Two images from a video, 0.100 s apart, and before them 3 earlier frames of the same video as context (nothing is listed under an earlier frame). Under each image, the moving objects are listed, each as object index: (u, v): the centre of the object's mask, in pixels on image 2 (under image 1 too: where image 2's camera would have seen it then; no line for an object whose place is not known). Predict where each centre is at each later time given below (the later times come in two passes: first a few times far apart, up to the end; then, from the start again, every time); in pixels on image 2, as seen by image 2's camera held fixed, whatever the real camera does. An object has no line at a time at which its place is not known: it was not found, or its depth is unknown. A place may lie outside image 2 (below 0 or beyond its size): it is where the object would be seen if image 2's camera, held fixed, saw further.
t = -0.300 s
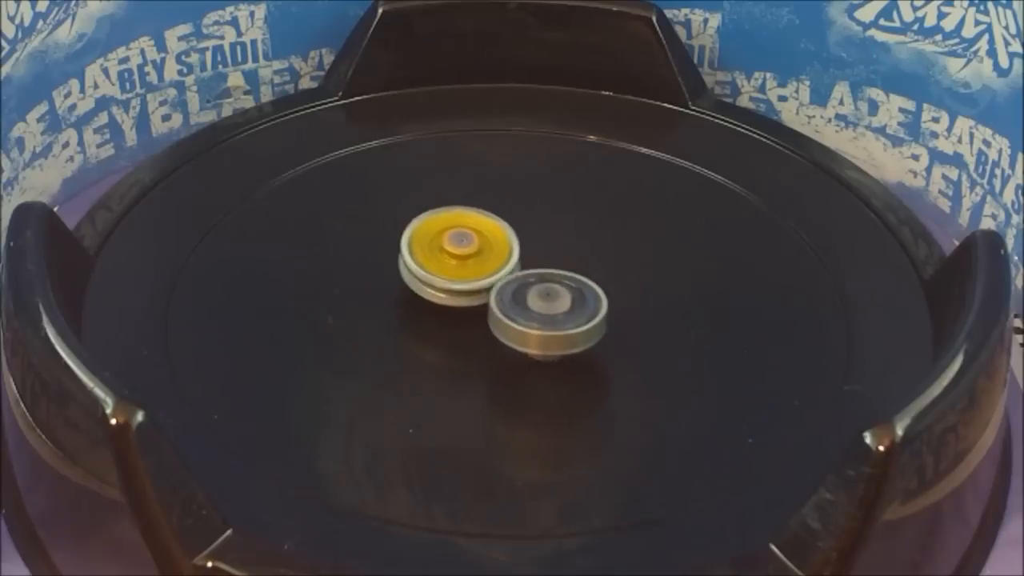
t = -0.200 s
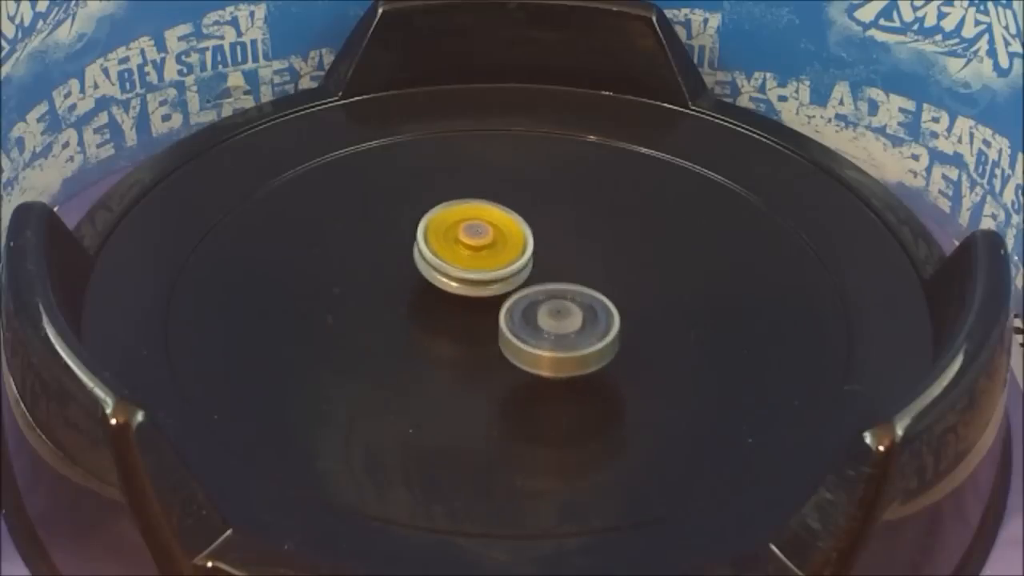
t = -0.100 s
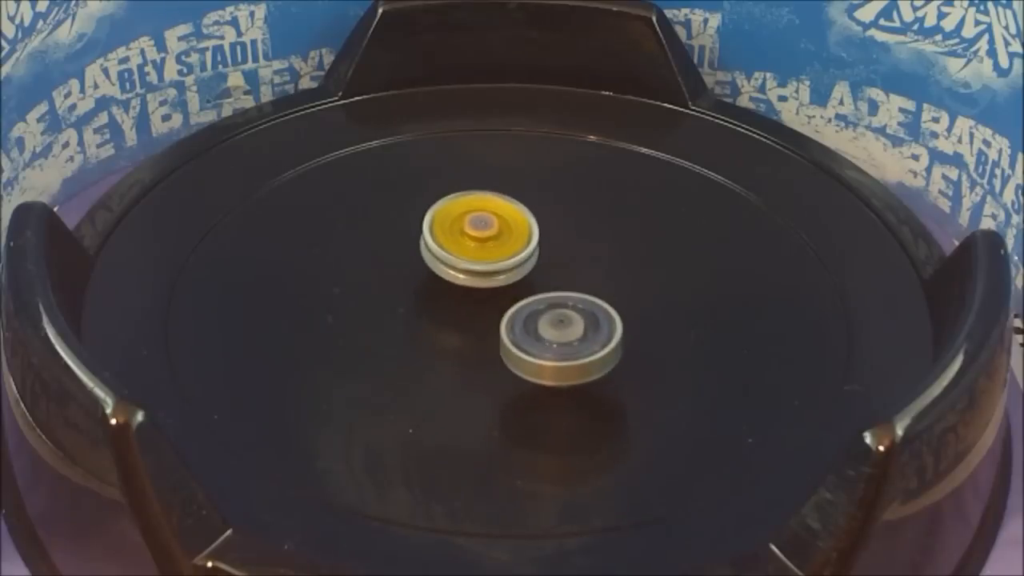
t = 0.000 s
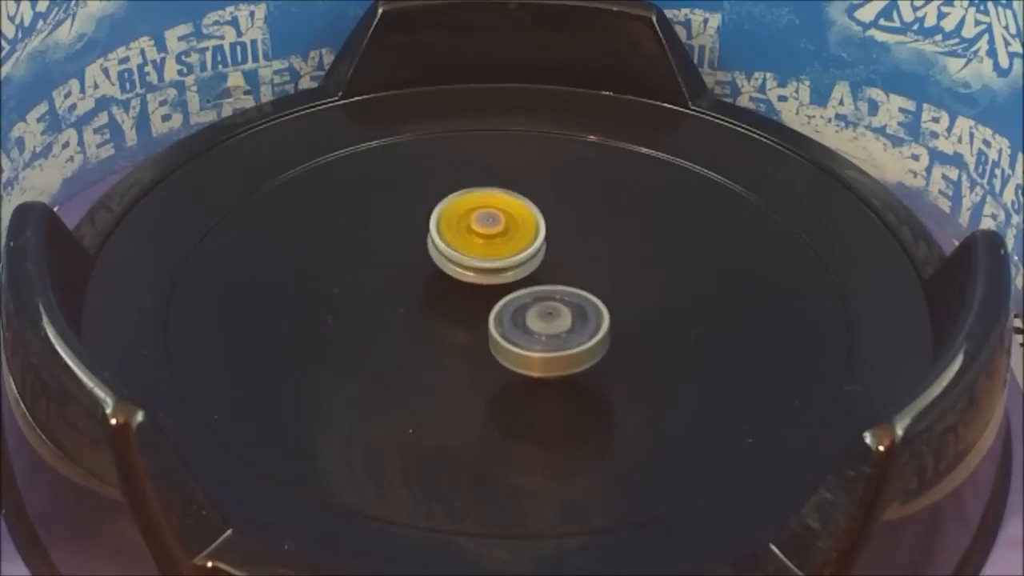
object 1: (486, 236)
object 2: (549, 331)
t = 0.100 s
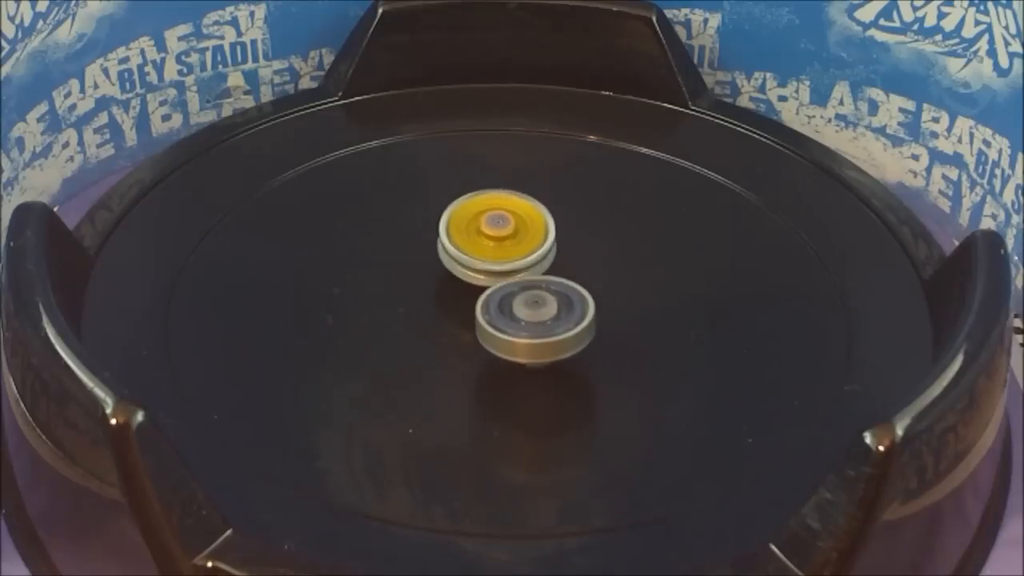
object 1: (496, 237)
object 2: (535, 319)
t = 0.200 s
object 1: (509, 237)
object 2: (524, 315)
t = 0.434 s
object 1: (541, 237)
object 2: (502, 331)
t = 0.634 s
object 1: (555, 244)
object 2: (508, 324)
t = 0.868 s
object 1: (584, 251)
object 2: (469, 333)
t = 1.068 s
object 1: (588, 261)
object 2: (470, 319)
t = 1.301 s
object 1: (594, 286)
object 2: (462, 305)
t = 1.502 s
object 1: (597, 307)
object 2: (459, 289)
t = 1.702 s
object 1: (595, 324)
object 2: (474, 279)
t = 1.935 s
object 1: (570, 340)
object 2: (492, 269)
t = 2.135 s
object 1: (538, 347)
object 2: (510, 265)
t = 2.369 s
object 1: (497, 349)
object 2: (529, 271)
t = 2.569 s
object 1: (462, 344)
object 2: (542, 281)
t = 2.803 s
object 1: (424, 329)
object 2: (548, 291)
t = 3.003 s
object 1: (403, 307)
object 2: (545, 298)
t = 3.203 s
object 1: (396, 287)
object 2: (538, 301)
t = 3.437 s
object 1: (411, 262)
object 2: (531, 307)
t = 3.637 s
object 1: (432, 246)
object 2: (510, 308)
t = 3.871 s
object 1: (464, 230)
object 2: (511, 313)
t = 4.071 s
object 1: (506, 227)
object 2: (517, 314)
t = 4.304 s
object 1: (553, 235)
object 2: (524, 311)
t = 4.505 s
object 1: (586, 252)
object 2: (516, 320)
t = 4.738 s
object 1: (615, 273)
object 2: (477, 321)
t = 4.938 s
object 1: (611, 297)
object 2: (479, 306)
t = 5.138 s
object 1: (598, 323)
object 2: (449, 290)
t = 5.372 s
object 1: (550, 343)
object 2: (460, 279)
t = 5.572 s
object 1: (500, 349)
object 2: (480, 266)
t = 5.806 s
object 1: (451, 336)
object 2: (518, 268)
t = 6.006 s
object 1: (429, 314)
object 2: (541, 281)
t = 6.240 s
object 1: (424, 284)
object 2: (552, 301)
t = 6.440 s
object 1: (442, 259)
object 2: (544, 318)
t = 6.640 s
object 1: (472, 245)
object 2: (518, 319)
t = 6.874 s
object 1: (520, 238)
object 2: (488, 329)
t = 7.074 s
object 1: (557, 250)
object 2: (479, 308)
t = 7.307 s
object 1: (587, 280)
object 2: (467, 292)
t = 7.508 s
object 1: (597, 308)
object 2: (455, 279)
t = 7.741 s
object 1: (569, 338)
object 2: (471, 266)
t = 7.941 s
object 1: (526, 346)
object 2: (489, 264)
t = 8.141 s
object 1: (474, 340)
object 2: (519, 256)
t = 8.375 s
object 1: (447, 319)
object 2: (543, 264)
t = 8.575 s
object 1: (414, 299)
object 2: (612, 266)
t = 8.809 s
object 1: (440, 275)
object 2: (579, 284)
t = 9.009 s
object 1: (467, 246)
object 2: (566, 309)
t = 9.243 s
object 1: (488, 233)
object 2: (512, 317)
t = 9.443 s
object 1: (538, 244)
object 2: (480, 320)
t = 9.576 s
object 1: (578, 260)
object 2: (473, 311)
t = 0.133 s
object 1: (499, 237)
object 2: (531, 316)
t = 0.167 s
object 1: (504, 237)
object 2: (527, 313)
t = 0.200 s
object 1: (509, 237)
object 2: (524, 315)
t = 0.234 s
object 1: (514, 237)
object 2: (521, 316)
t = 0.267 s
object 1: (518, 238)
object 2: (518, 316)
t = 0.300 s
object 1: (523, 239)
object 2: (516, 316)
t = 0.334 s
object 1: (529, 239)
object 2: (511, 321)
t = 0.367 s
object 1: (534, 239)
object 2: (507, 327)
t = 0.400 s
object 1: (537, 238)
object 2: (503, 330)
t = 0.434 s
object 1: (541, 237)
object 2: (502, 331)
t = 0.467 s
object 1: (544, 236)
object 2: (502, 331)
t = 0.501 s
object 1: (546, 237)
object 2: (503, 330)
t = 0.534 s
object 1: (549, 237)
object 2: (505, 329)
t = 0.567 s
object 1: (551, 239)
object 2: (506, 327)
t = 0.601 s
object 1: (553, 241)
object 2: (507, 326)
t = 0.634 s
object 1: (555, 244)
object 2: (508, 324)
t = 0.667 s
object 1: (557, 246)
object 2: (508, 321)
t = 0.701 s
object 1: (560, 249)
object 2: (509, 319)
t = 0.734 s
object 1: (564, 252)
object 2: (506, 319)
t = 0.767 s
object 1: (570, 253)
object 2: (494, 325)
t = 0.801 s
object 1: (576, 252)
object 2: (483, 330)
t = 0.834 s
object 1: (580, 251)
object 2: (475, 332)
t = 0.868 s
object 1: (584, 251)
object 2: (469, 333)
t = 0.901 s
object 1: (587, 251)
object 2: (465, 332)
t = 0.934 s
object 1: (588, 251)
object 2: (463, 331)
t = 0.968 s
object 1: (589, 253)
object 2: (463, 328)
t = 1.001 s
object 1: (589, 255)
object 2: (465, 325)
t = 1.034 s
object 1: (589, 258)
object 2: (467, 322)
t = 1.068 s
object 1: (588, 261)
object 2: (470, 319)
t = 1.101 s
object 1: (587, 265)
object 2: (473, 316)
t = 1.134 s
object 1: (585, 269)
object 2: (477, 314)
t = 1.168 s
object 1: (585, 273)
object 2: (480, 311)
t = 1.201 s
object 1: (589, 277)
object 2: (473, 311)
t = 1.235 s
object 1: (591, 280)
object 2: (467, 310)
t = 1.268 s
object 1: (593, 283)
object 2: (463, 308)
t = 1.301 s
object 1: (594, 286)
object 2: (462, 305)
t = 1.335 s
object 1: (594, 289)
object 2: (462, 303)
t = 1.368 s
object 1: (594, 293)
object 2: (464, 300)
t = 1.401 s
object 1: (593, 296)
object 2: (466, 298)
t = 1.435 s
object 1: (592, 300)
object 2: (468, 296)
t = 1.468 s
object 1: (594, 304)
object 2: (463, 293)
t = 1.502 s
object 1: (597, 307)
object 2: (459, 289)
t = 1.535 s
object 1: (598, 311)
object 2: (458, 286)
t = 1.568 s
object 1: (599, 314)
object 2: (459, 284)
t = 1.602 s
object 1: (600, 317)
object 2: (462, 282)
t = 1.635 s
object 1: (599, 319)
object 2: (465, 280)
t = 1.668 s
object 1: (597, 322)
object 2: (469, 279)
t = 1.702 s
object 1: (595, 324)
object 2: (474, 279)
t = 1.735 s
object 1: (592, 326)
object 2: (478, 278)
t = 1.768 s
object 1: (588, 328)
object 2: (481, 278)
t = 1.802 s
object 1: (584, 330)
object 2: (485, 277)
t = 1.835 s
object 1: (580, 333)
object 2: (487, 276)
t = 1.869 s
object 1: (577, 335)
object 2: (488, 273)
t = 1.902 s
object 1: (573, 338)
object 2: (490, 271)
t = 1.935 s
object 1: (570, 340)
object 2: (492, 269)
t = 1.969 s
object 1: (566, 341)
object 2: (495, 268)
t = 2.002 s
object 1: (561, 342)
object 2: (498, 268)
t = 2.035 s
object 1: (556, 343)
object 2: (501, 267)
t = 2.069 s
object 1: (550, 344)
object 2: (504, 267)
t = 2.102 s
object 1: (544, 345)
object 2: (507, 267)
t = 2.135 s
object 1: (538, 347)
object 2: (510, 265)
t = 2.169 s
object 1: (532, 349)
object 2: (513, 264)
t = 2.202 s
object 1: (527, 350)
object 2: (516, 264)
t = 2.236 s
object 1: (521, 350)
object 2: (519, 264)
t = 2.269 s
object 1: (515, 351)
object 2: (522, 266)
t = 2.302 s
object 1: (510, 350)
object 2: (525, 267)
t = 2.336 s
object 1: (504, 349)
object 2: (527, 269)
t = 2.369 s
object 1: (497, 349)
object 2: (529, 271)
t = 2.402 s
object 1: (490, 349)
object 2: (532, 271)
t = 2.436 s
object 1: (483, 349)
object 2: (535, 272)
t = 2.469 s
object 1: (478, 349)
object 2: (538, 274)
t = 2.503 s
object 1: (472, 347)
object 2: (540, 276)
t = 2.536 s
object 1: (467, 346)
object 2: (542, 278)
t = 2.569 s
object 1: (462, 344)
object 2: (542, 281)
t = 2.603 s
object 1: (457, 342)
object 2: (542, 283)
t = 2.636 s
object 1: (449, 340)
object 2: (545, 284)
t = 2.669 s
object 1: (443, 338)
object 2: (548, 285)
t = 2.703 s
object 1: (437, 337)
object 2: (550, 286)
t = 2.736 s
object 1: (432, 335)
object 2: (551, 287)
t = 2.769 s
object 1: (428, 332)
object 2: (550, 289)
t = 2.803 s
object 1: (424, 329)
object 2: (548, 291)
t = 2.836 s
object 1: (421, 326)
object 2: (545, 293)
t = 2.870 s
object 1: (419, 323)
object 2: (542, 295)
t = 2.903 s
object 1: (418, 319)
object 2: (538, 297)
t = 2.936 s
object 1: (414, 315)
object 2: (538, 298)
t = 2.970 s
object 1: (408, 311)
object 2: (542, 298)
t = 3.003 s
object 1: (403, 307)
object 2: (545, 298)
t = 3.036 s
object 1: (400, 304)
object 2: (546, 299)
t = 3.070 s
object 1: (397, 300)
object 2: (547, 300)
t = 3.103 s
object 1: (395, 297)
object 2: (546, 300)
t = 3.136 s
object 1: (394, 294)
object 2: (544, 301)
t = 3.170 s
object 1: (395, 291)
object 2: (541, 301)
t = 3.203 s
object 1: (396, 287)
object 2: (538, 301)
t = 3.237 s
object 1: (398, 284)
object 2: (533, 302)
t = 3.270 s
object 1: (401, 281)
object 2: (529, 302)
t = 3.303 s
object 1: (405, 278)
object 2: (525, 302)
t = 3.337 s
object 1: (407, 274)
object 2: (524, 303)
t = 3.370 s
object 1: (408, 269)
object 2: (528, 304)
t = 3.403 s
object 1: (409, 265)
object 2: (531, 306)
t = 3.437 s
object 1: (411, 262)
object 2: (531, 307)
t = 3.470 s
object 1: (413, 258)
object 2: (529, 308)
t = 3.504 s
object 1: (416, 256)
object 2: (527, 309)
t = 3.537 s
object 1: (420, 254)
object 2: (522, 309)
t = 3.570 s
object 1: (423, 251)
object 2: (517, 309)
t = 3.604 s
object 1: (428, 249)
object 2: (513, 308)
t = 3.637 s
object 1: (432, 246)
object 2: (510, 308)
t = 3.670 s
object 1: (437, 241)
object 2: (513, 313)
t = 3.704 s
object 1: (442, 239)
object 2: (516, 316)
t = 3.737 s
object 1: (445, 236)
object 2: (517, 318)
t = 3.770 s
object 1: (449, 234)
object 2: (516, 318)
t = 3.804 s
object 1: (454, 232)
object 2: (514, 317)
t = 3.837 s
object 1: (459, 231)
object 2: (512, 315)
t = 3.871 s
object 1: (464, 230)
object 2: (511, 313)
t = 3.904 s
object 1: (470, 229)
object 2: (511, 310)
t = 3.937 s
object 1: (476, 229)
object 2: (511, 308)
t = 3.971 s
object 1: (483, 228)
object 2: (513, 305)
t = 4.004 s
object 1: (492, 228)
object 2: (515, 308)
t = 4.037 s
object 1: (499, 227)
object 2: (517, 312)
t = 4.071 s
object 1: (506, 227)
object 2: (517, 314)
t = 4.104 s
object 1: (512, 228)
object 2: (517, 315)
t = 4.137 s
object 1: (519, 228)
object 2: (517, 316)
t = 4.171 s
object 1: (526, 229)
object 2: (518, 315)
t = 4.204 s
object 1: (532, 230)
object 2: (520, 314)
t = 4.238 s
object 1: (538, 231)
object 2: (522, 312)
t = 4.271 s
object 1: (545, 233)
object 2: (523, 311)
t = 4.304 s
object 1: (553, 235)
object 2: (524, 311)
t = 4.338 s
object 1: (560, 237)
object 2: (522, 314)
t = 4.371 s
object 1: (566, 240)
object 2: (520, 318)
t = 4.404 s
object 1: (572, 243)
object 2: (519, 320)
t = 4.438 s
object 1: (576, 245)
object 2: (518, 320)
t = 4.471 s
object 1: (582, 249)
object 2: (517, 320)
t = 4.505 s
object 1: (586, 252)
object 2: (516, 320)
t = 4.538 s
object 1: (590, 255)
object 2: (515, 319)
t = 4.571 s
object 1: (594, 260)
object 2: (512, 318)
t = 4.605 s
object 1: (600, 263)
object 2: (500, 323)
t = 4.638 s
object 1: (605, 265)
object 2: (492, 324)
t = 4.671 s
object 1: (609, 268)
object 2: (486, 325)
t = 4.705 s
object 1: (613, 270)
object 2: (481, 323)
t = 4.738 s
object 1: (615, 273)
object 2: (477, 321)
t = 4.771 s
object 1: (617, 276)
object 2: (474, 318)
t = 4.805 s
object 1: (618, 280)
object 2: (474, 316)
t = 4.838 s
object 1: (617, 283)
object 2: (475, 313)
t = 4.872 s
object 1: (616, 288)
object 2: (476, 311)
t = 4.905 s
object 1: (614, 293)
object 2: (478, 308)
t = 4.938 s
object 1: (611, 297)
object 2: (479, 306)
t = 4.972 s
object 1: (607, 302)
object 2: (480, 305)
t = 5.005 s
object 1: (608, 306)
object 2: (471, 302)
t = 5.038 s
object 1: (607, 310)
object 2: (462, 300)
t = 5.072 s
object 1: (604, 315)
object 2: (456, 296)
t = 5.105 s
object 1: (602, 319)
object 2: (452, 293)
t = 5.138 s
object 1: (598, 323)
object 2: (449, 290)
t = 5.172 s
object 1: (593, 328)
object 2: (448, 288)
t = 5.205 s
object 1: (588, 331)
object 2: (449, 286)
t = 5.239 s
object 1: (581, 334)
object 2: (452, 284)
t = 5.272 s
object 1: (574, 337)
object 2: (454, 282)
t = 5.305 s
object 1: (567, 339)
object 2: (456, 281)
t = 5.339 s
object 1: (558, 341)
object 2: (458, 281)
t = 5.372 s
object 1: (550, 343)
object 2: (460, 279)
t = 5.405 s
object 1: (541, 343)
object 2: (463, 278)
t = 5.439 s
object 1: (532, 345)
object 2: (466, 276)
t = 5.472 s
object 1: (524, 347)
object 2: (468, 272)
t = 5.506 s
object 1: (516, 348)
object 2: (470, 270)
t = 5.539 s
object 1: (508, 349)
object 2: (474, 268)
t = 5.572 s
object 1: (500, 349)
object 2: (480, 266)
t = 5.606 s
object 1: (492, 348)
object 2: (485, 265)
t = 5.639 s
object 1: (485, 347)
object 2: (491, 264)
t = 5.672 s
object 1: (478, 345)
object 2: (497, 265)
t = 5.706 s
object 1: (471, 343)
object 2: (503, 266)
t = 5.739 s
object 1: (464, 341)
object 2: (509, 267)
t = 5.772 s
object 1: (457, 338)
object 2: (514, 267)
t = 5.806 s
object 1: (451, 336)
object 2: (518, 268)
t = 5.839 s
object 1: (446, 333)
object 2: (523, 269)
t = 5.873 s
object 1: (441, 330)
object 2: (528, 271)
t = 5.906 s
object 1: (438, 326)
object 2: (532, 273)
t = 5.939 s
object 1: (434, 322)
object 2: (536, 276)
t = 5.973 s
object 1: (432, 318)
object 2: (538, 278)
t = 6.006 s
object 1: (429, 314)
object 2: (541, 281)
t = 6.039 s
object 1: (426, 309)
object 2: (547, 283)
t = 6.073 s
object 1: (424, 305)
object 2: (551, 285)
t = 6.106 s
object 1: (422, 300)
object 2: (553, 289)
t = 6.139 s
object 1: (422, 296)
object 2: (554, 292)
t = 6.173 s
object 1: (422, 292)
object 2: (554, 296)
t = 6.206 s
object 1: (422, 288)
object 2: (554, 299)
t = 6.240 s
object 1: (424, 284)
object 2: (552, 301)
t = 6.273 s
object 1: (427, 279)
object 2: (549, 304)
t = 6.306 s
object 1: (430, 276)
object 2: (546, 307)
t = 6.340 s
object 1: (434, 272)
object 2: (544, 309)
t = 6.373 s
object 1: (436, 266)
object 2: (546, 312)
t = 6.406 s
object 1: (439, 263)
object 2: (546, 315)
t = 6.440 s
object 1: (442, 259)
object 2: (544, 318)
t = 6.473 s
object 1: (446, 256)
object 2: (543, 321)
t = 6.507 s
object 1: (451, 253)
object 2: (539, 322)
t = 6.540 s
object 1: (455, 251)
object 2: (534, 323)
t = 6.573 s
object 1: (461, 248)
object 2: (528, 323)
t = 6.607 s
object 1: (466, 246)
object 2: (523, 323)
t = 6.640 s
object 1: (472, 245)
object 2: (518, 319)
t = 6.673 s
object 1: (479, 243)
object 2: (513, 320)
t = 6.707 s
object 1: (487, 242)
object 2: (509, 323)
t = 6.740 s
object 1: (495, 241)
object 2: (505, 328)
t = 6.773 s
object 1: (500, 239)
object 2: (502, 330)
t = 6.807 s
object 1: (507, 239)
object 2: (497, 330)
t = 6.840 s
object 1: (513, 238)
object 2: (492, 329)
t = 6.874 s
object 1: (520, 238)
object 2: (488, 329)
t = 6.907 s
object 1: (527, 238)
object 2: (486, 326)
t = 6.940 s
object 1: (533, 240)
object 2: (482, 323)
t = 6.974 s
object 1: (540, 242)
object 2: (480, 320)
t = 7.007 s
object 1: (546, 244)
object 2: (479, 317)
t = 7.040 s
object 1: (552, 247)
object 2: (479, 312)
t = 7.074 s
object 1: (557, 250)
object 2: (479, 308)
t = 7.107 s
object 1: (565, 254)
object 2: (476, 306)
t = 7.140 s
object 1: (570, 258)
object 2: (472, 305)
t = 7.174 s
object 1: (574, 262)
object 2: (469, 303)
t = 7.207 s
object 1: (579, 266)
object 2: (466, 300)
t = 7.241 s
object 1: (582, 271)
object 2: (464, 298)
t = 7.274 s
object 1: (585, 274)
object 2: (465, 295)
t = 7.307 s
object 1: (587, 280)
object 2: (467, 292)
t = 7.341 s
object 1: (594, 286)
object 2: (456, 289)
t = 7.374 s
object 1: (595, 290)
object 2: (452, 287)
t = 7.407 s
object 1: (598, 294)
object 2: (451, 284)
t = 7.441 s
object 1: (598, 299)
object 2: (450, 282)
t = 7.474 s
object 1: (598, 303)
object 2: (451, 280)
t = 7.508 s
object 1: (597, 308)
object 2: (455, 279)
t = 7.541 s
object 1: (594, 312)
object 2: (459, 278)
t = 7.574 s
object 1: (590, 316)
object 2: (462, 278)
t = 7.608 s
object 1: (586, 320)
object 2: (468, 279)
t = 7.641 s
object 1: (580, 324)
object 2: (473, 279)
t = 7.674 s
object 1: (578, 330)
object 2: (474, 276)
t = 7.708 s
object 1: (574, 334)
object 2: (470, 270)
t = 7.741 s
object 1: (569, 338)
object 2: (471, 266)
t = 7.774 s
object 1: (564, 341)
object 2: (471, 264)
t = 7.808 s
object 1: (557, 343)
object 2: (473, 263)
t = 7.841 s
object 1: (550, 345)
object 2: (477, 263)
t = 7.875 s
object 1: (542, 346)
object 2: (480, 263)
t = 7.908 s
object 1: (533, 346)
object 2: (483, 264)
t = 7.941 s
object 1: (526, 346)
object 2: (489, 264)
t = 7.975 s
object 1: (518, 345)
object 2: (493, 265)
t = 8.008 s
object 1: (510, 345)
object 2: (496, 265)
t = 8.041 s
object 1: (500, 343)
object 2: (501, 264)
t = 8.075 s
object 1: (494, 341)
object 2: (505, 263)
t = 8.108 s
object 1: (484, 342)
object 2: (510, 261)
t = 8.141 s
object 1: (474, 340)
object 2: (519, 256)
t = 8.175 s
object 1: (469, 339)
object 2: (524, 253)
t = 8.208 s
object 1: (464, 338)
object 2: (529, 253)
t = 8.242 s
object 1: (457, 334)
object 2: (534, 254)
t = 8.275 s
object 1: (454, 331)
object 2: (537, 255)
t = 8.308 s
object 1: (450, 328)
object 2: (540, 258)
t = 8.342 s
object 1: (448, 323)
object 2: (543, 261)
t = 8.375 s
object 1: (447, 319)
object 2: (543, 264)
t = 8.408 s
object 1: (447, 316)
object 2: (545, 268)
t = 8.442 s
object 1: (426, 314)
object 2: (566, 265)
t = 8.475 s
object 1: (415, 308)
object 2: (587, 262)
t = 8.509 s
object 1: (414, 305)
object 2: (602, 262)
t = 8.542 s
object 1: (413, 301)
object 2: (610, 263)
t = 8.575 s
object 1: (414, 299)
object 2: (612, 266)
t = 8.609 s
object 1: (413, 295)
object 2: (612, 269)
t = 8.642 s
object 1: (415, 291)
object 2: (608, 271)
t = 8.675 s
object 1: (419, 289)
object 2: (604, 275)
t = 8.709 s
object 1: (422, 285)
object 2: (599, 276)
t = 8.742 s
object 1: (428, 282)
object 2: (592, 279)
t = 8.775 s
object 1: (434, 279)
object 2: (587, 282)
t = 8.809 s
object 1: (440, 275)
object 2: (579, 284)
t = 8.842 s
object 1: (447, 271)
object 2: (572, 288)
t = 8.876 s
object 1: (448, 264)
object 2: (574, 292)
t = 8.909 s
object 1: (455, 258)
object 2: (576, 298)
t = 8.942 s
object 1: (460, 253)
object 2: (576, 302)
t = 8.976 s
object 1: (464, 249)
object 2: (572, 305)
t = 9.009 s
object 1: (467, 246)
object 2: (566, 309)
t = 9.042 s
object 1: (468, 243)
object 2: (559, 310)
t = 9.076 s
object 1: (469, 240)
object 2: (549, 312)
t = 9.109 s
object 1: (472, 238)
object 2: (542, 313)
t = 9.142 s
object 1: (473, 237)
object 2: (532, 312)
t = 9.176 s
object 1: (477, 235)
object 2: (524, 311)
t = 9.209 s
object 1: (482, 233)
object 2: (518, 311)
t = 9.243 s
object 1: (488, 233)
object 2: (512, 317)
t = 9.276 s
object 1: (493, 234)
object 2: (508, 318)
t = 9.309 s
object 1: (499, 236)
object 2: (501, 318)
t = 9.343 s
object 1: (505, 238)
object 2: (497, 317)
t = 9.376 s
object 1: (515, 238)
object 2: (490, 319)
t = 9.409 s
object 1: (528, 240)
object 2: (483, 321)
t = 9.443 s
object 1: (538, 244)
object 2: (480, 320)
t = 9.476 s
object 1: (549, 249)
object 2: (475, 319)
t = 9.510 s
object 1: (560, 253)
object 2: (475, 317)
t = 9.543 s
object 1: (570, 257)
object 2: (472, 314)
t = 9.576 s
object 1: (578, 260)
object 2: (473, 311)
